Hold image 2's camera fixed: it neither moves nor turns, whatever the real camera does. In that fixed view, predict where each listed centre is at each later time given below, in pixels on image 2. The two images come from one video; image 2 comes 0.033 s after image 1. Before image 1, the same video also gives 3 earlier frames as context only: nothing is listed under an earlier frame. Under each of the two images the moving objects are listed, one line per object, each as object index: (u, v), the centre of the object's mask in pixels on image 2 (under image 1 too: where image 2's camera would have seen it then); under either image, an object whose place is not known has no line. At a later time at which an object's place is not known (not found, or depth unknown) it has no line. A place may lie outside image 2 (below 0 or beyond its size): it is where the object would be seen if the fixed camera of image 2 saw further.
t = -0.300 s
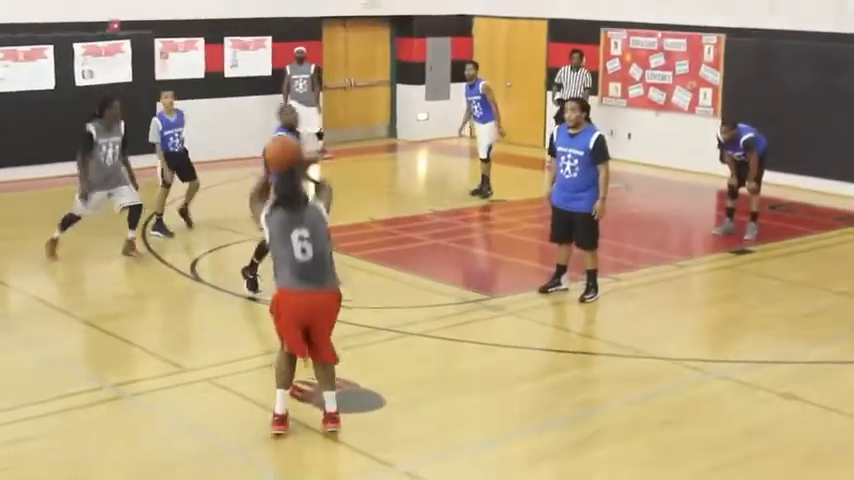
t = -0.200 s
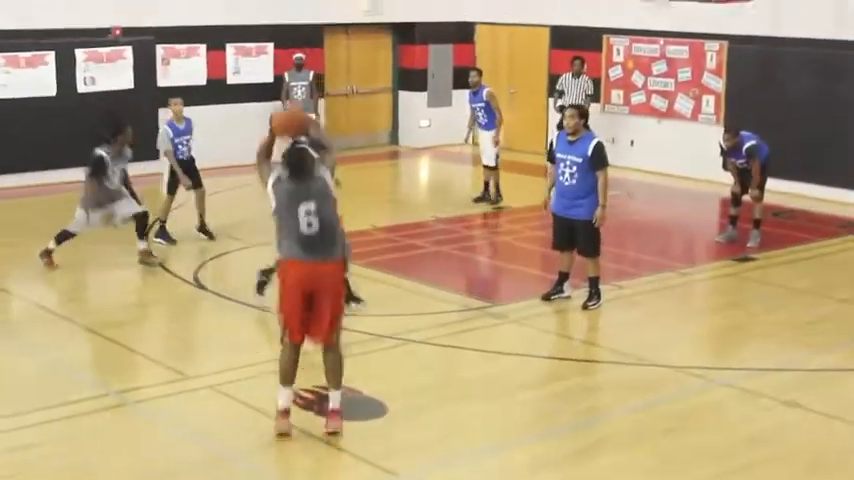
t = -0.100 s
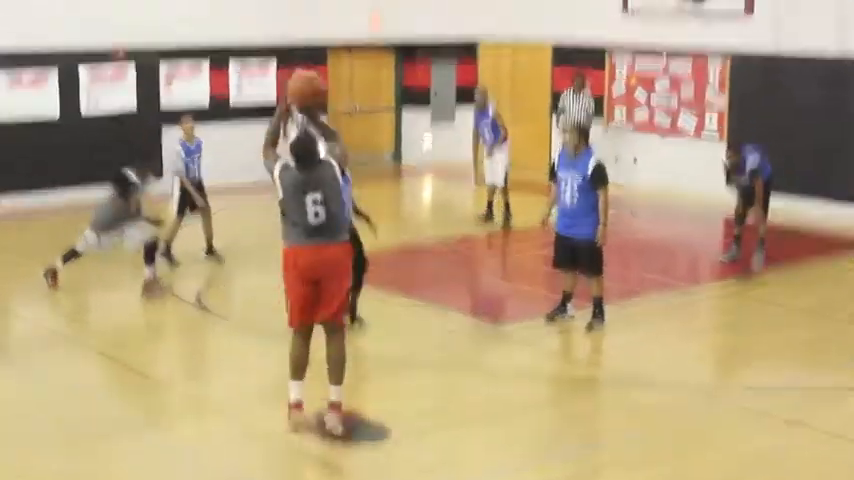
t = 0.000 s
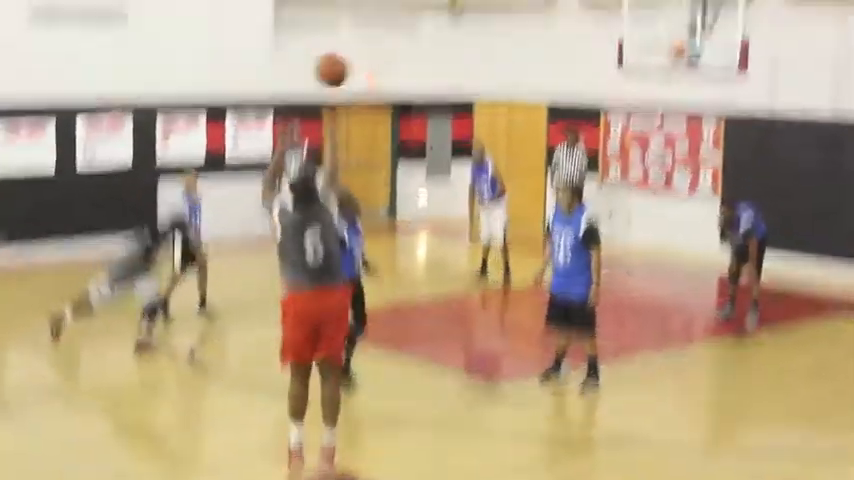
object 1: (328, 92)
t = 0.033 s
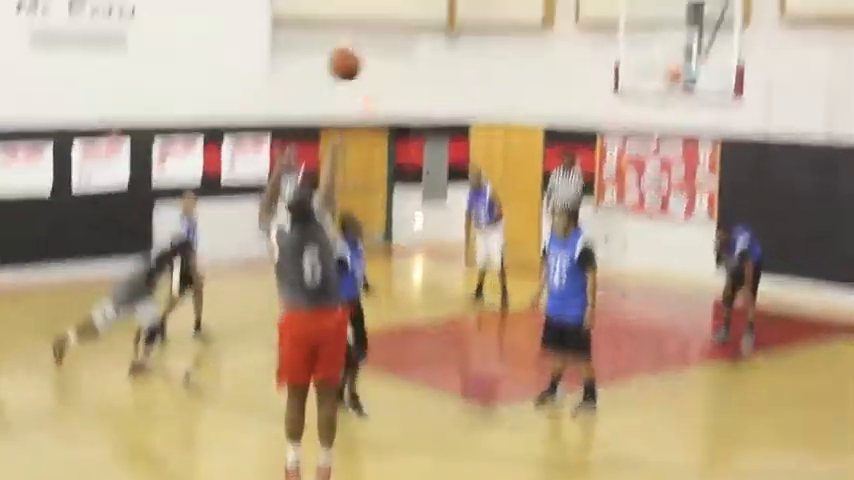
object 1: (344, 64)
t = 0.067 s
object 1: (359, 37)
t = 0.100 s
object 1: (374, 14)
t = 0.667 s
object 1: (548, -108)
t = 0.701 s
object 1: (555, -103)
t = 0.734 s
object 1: (562, -97)
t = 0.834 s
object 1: (581, -75)
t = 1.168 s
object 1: (635, 47)
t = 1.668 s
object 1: (541, -8)
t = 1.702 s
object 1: (533, -7)
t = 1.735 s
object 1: (515, -2)
